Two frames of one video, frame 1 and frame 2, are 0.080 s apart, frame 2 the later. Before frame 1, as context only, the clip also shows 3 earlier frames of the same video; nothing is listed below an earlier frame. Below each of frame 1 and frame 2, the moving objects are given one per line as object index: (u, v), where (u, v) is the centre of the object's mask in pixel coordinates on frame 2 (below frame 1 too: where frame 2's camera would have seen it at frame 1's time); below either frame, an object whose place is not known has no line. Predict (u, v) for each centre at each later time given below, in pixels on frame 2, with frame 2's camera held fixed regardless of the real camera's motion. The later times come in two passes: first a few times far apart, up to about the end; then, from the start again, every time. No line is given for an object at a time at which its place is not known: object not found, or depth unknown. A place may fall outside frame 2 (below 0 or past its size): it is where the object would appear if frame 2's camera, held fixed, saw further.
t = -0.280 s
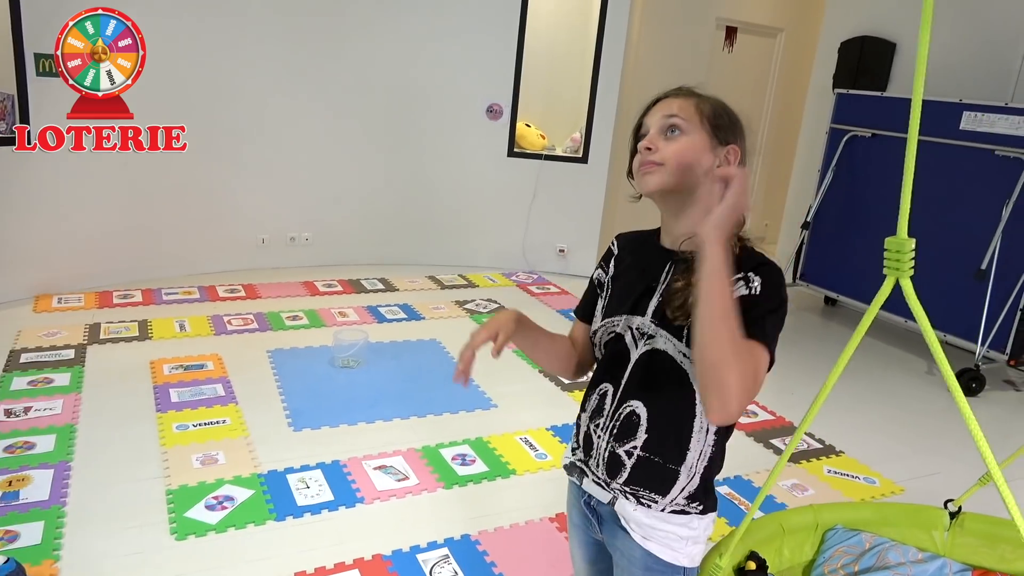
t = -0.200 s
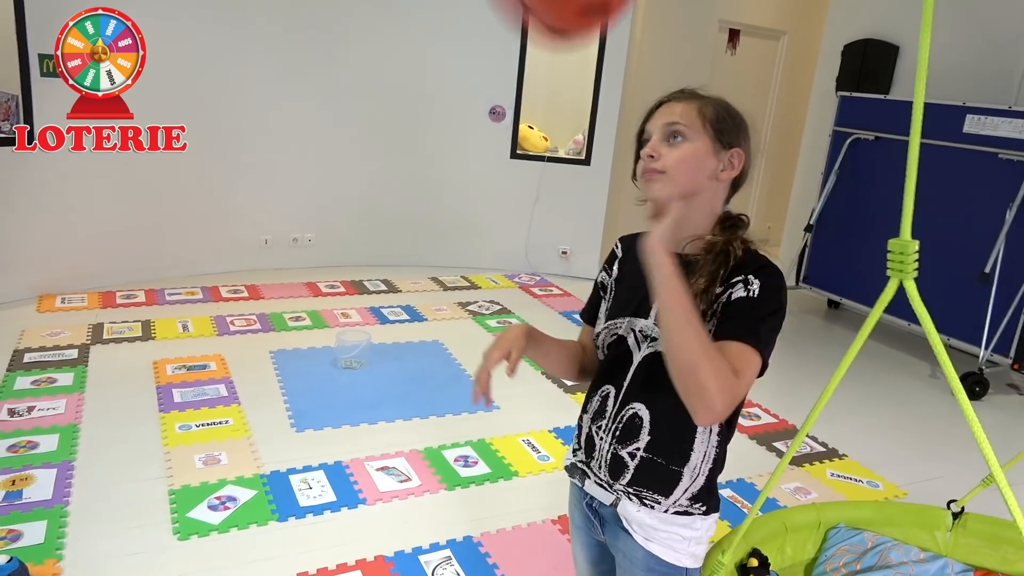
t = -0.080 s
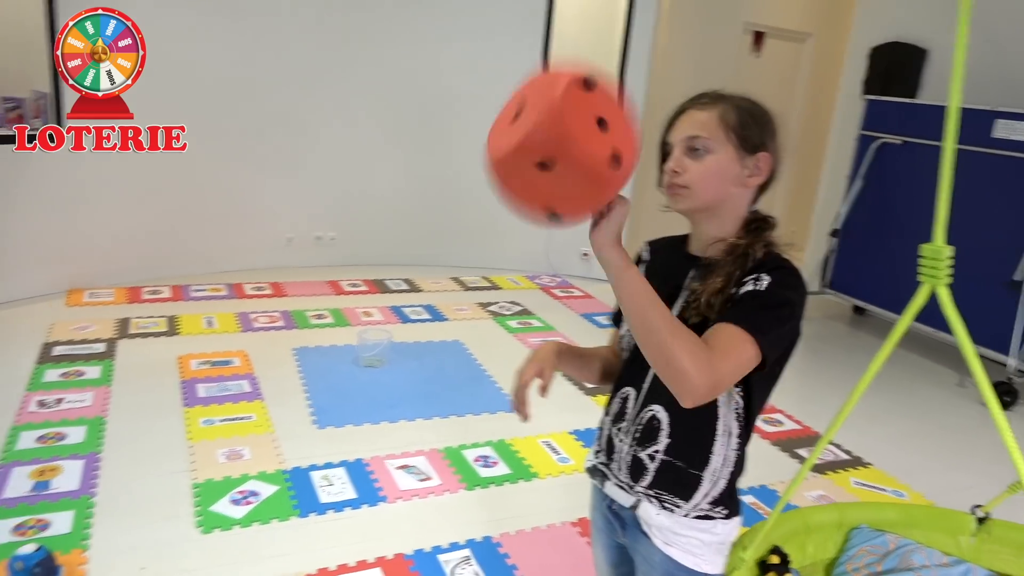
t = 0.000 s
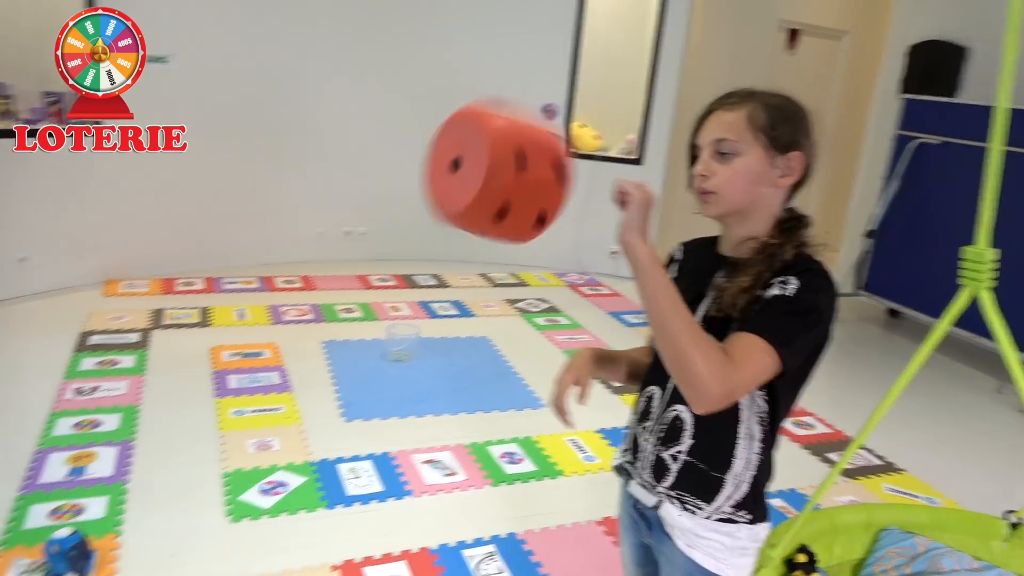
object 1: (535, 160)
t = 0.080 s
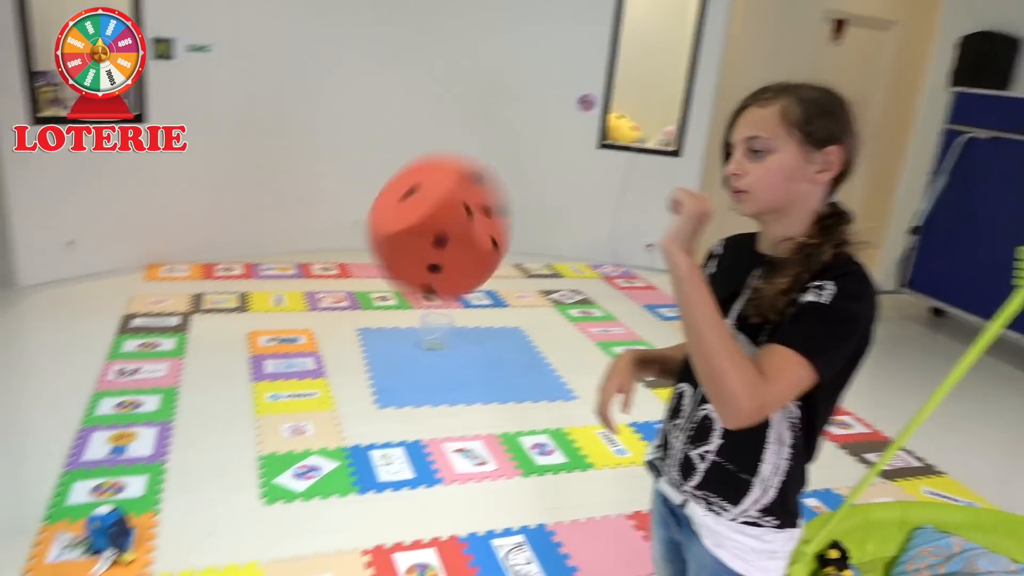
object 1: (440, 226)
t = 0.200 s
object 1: (322, 377)
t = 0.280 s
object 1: (258, 496)
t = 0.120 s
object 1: (398, 272)
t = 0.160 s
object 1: (357, 326)
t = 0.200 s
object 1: (322, 377)
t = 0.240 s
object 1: (287, 439)
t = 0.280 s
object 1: (258, 496)
